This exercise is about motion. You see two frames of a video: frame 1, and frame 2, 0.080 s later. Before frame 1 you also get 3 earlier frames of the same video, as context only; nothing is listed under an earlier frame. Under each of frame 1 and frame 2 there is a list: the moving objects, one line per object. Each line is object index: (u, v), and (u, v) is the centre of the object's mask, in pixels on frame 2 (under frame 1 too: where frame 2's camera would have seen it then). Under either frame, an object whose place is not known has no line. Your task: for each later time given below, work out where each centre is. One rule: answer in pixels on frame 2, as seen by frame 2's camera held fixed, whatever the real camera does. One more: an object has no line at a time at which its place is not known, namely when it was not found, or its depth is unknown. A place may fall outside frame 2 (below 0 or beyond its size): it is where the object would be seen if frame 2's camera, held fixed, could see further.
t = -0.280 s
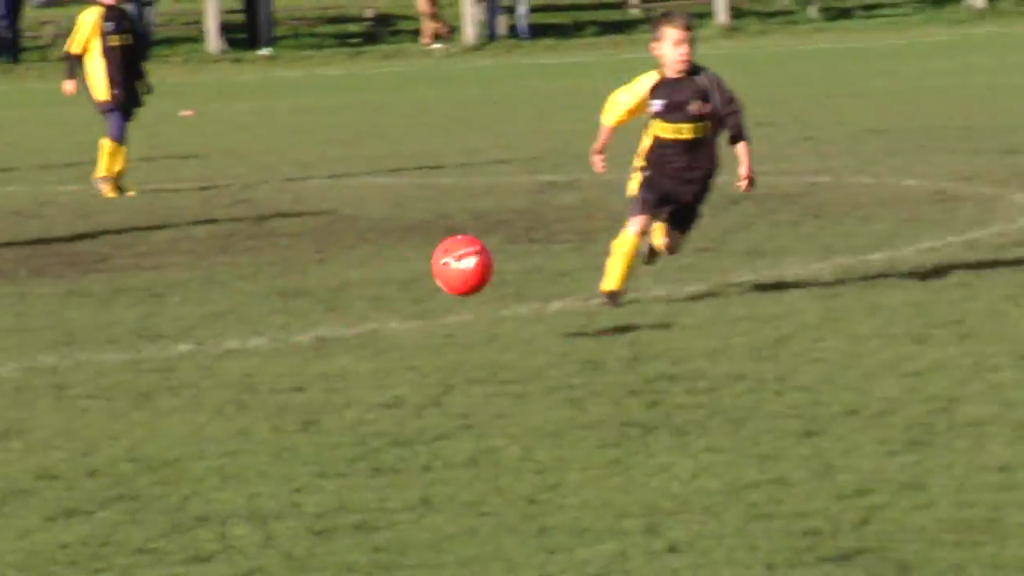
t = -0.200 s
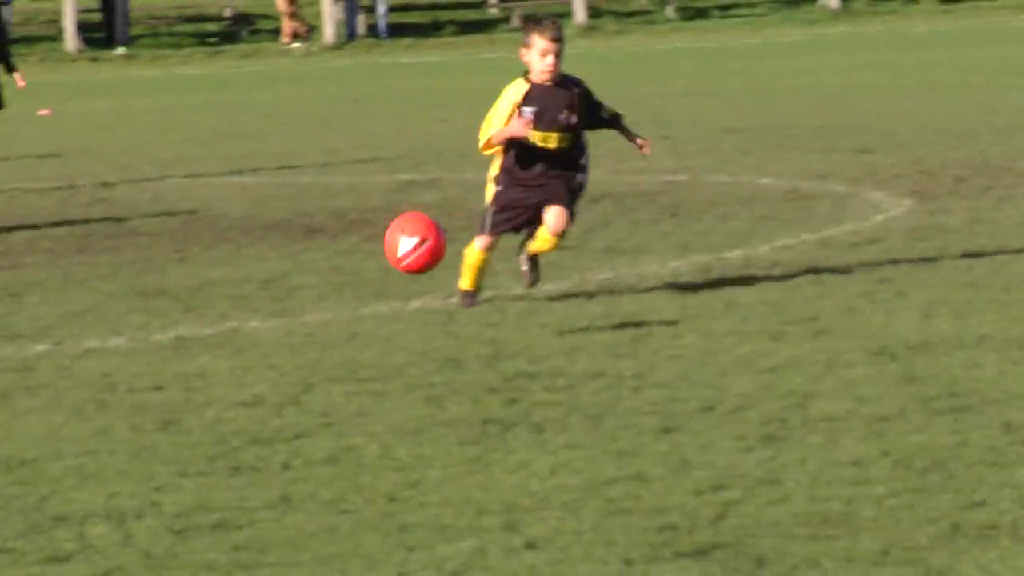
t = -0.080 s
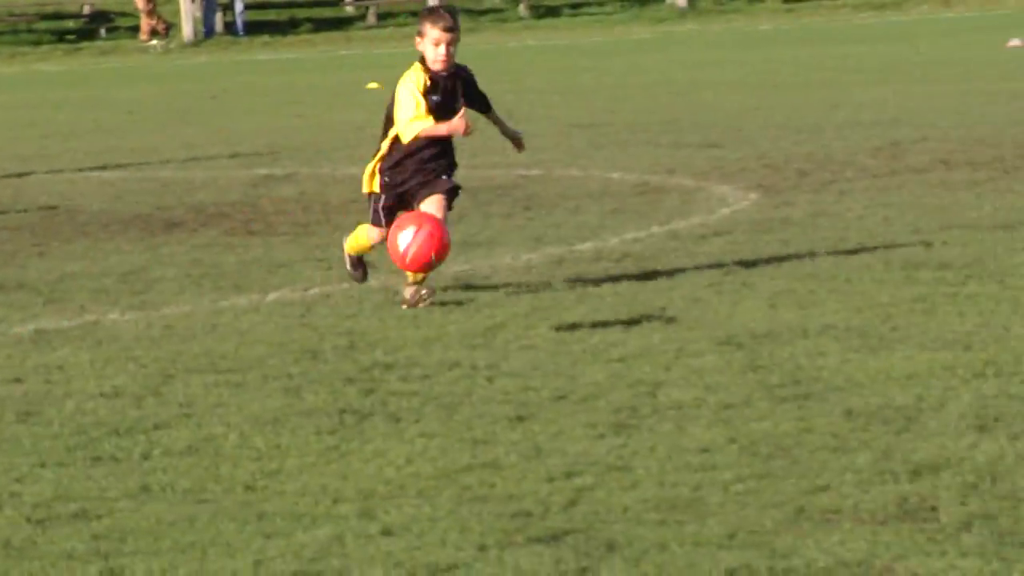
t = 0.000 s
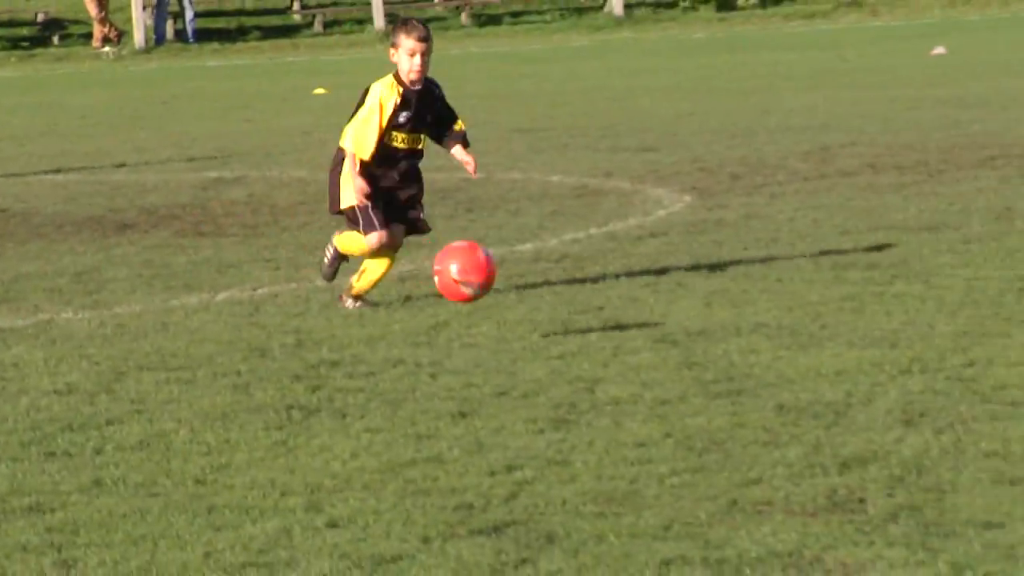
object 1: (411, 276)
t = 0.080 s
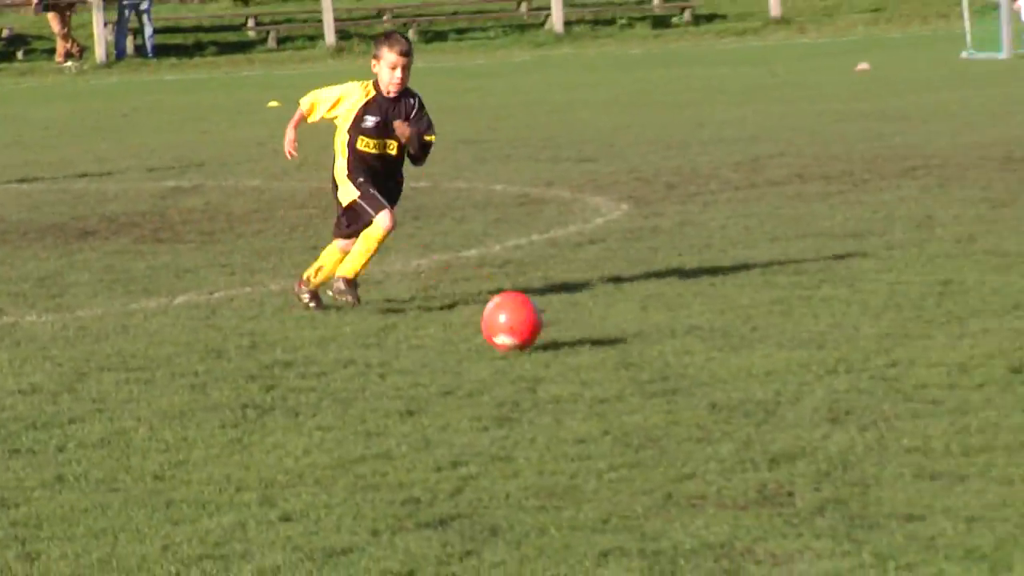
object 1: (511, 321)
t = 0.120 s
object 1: (557, 323)
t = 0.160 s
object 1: (600, 306)
